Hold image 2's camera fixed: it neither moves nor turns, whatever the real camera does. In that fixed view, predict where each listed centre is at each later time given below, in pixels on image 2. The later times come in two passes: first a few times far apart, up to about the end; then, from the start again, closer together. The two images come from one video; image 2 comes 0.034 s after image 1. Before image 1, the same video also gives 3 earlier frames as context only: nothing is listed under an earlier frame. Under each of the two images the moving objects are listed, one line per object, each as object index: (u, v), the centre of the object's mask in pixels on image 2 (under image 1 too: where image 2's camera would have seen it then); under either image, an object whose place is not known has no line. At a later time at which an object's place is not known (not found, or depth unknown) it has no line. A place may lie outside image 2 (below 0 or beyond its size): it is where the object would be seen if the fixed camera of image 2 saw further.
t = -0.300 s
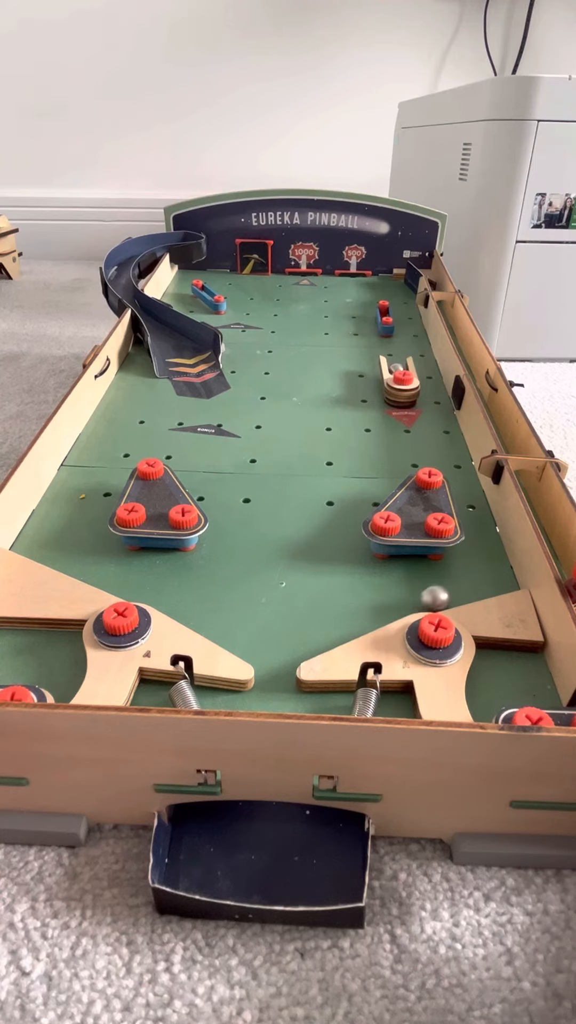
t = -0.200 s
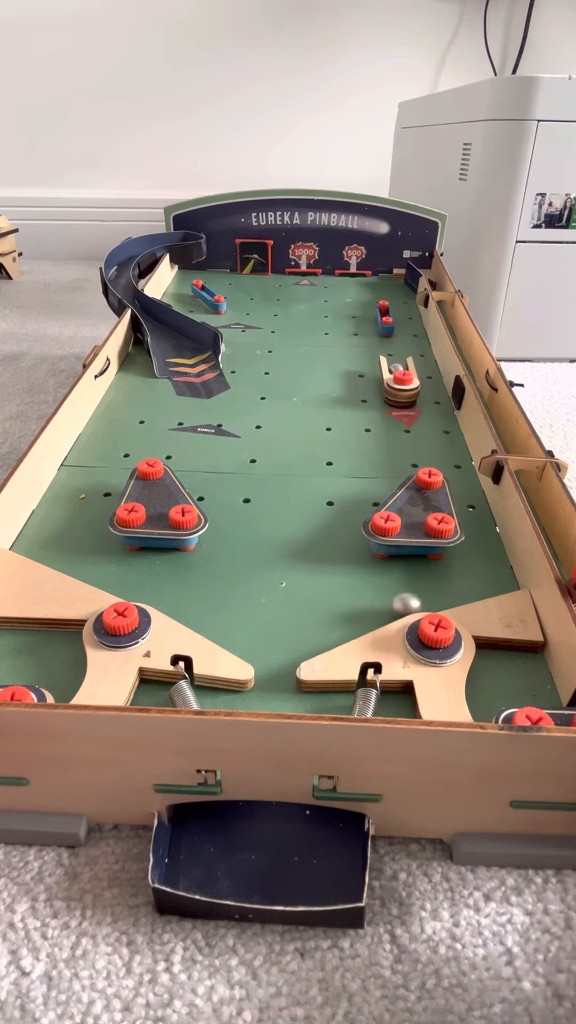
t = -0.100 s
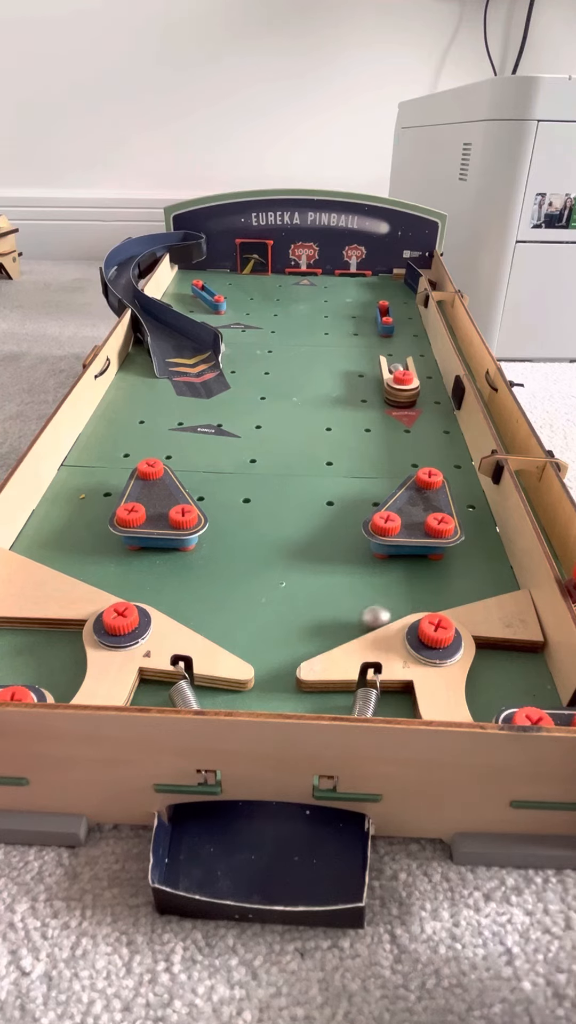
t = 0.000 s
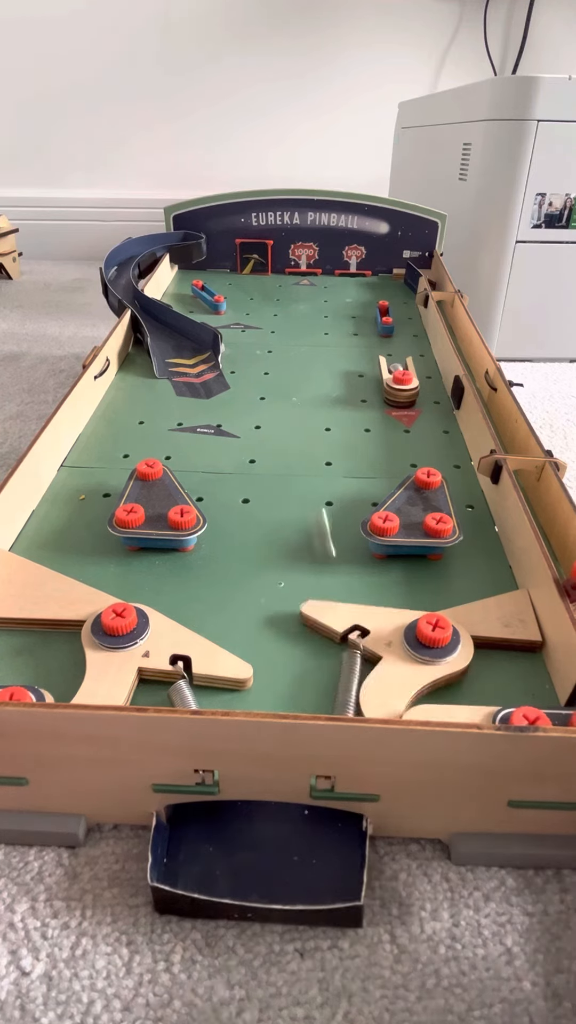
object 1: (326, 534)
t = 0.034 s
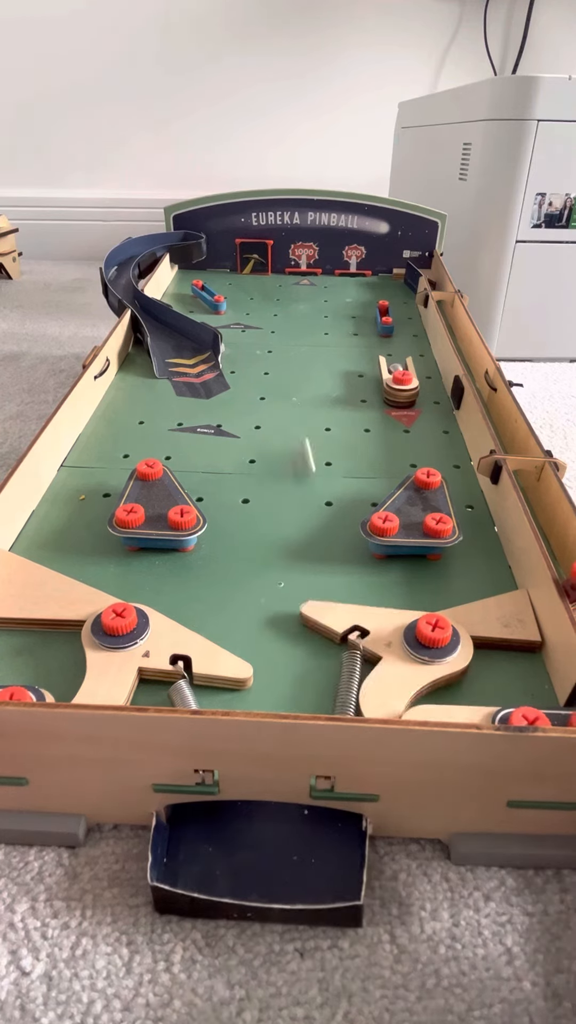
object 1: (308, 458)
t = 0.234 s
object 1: (259, 276)
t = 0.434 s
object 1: (252, 291)
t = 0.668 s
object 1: (231, 320)
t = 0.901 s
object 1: (251, 343)
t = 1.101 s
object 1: (293, 373)
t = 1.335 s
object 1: (351, 453)
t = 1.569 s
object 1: (257, 530)
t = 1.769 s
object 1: (252, 604)
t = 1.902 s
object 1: (274, 697)
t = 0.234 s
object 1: (259, 276)
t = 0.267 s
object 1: (256, 269)
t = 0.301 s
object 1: (257, 273)
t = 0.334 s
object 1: (255, 278)
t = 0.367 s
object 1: (254, 283)
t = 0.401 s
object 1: (253, 287)
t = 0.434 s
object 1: (252, 291)
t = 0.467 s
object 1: (250, 294)
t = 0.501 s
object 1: (247, 297)
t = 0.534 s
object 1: (244, 300)
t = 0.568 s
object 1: (241, 304)
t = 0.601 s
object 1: (238, 308)
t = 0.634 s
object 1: (235, 314)
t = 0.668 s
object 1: (231, 320)
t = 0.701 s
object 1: (228, 326)
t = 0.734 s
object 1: (224, 332)
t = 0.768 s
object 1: (225, 335)
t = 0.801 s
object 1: (230, 336)
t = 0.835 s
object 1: (237, 338)
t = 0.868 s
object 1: (244, 340)
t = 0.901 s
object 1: (251, 343)
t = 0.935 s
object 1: (258, 347)
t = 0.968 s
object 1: (265, 350)
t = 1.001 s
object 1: (272, 355)
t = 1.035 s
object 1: (279, 360)
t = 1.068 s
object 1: (286, 366)
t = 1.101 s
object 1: (293, 373)
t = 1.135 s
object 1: (300, 381)
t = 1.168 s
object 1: (308, 389)
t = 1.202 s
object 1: (315, 399)
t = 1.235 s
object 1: (323, 410)
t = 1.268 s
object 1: (332, 423)
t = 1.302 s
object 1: (341, 437)
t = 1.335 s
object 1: (351, 453)
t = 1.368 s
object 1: (361, 471)
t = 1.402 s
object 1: (372, 493)
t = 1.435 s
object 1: (373, 508)
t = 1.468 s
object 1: (350, 517)
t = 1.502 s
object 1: (322, 521)
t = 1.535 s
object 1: (288, 525)
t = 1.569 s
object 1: (257, 530)
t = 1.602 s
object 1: (222, 536)
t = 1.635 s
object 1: (217, 545)
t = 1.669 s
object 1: (229, 557)
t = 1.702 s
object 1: (237, 571)
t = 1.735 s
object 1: (244, 586)
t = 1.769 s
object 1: (252, 604)
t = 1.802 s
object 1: (261, 624)
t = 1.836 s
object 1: (269, 647)
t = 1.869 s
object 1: (277, 674)
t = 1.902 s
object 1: (274, 697)
